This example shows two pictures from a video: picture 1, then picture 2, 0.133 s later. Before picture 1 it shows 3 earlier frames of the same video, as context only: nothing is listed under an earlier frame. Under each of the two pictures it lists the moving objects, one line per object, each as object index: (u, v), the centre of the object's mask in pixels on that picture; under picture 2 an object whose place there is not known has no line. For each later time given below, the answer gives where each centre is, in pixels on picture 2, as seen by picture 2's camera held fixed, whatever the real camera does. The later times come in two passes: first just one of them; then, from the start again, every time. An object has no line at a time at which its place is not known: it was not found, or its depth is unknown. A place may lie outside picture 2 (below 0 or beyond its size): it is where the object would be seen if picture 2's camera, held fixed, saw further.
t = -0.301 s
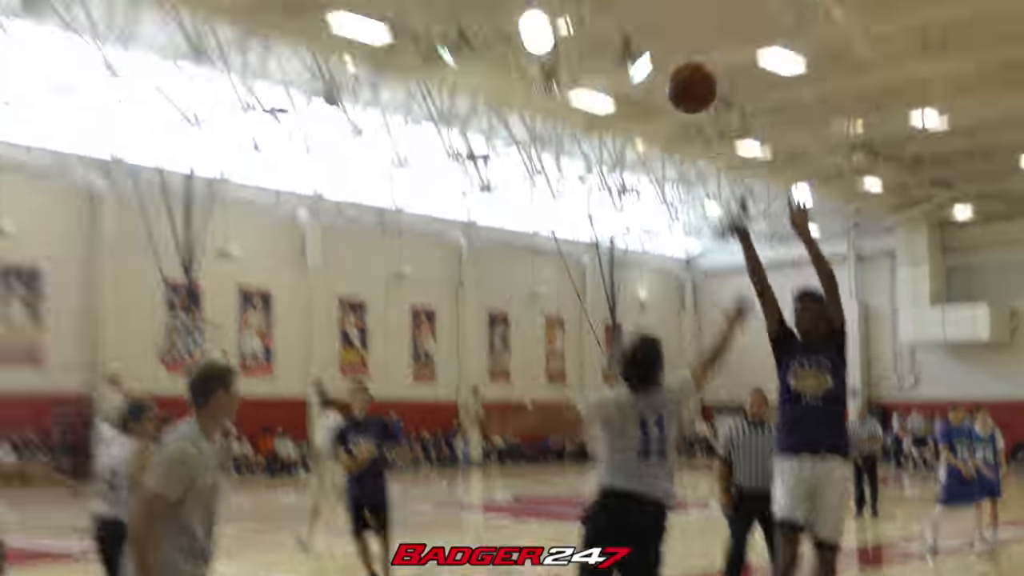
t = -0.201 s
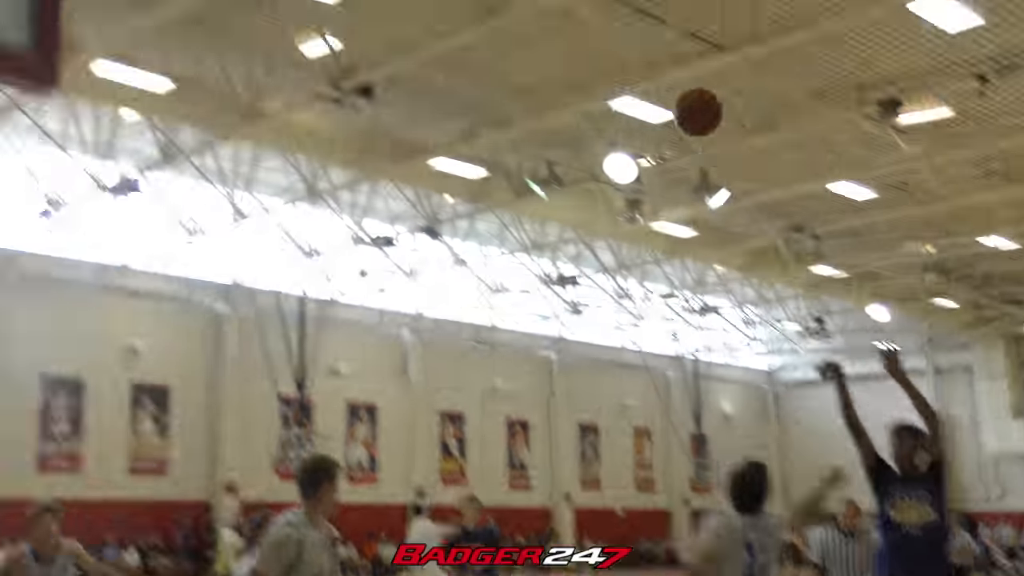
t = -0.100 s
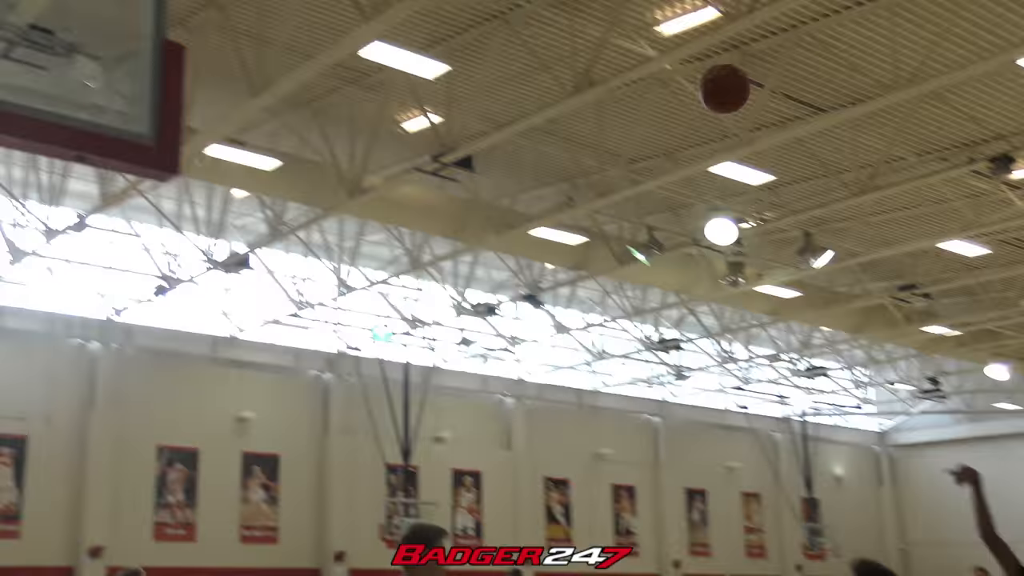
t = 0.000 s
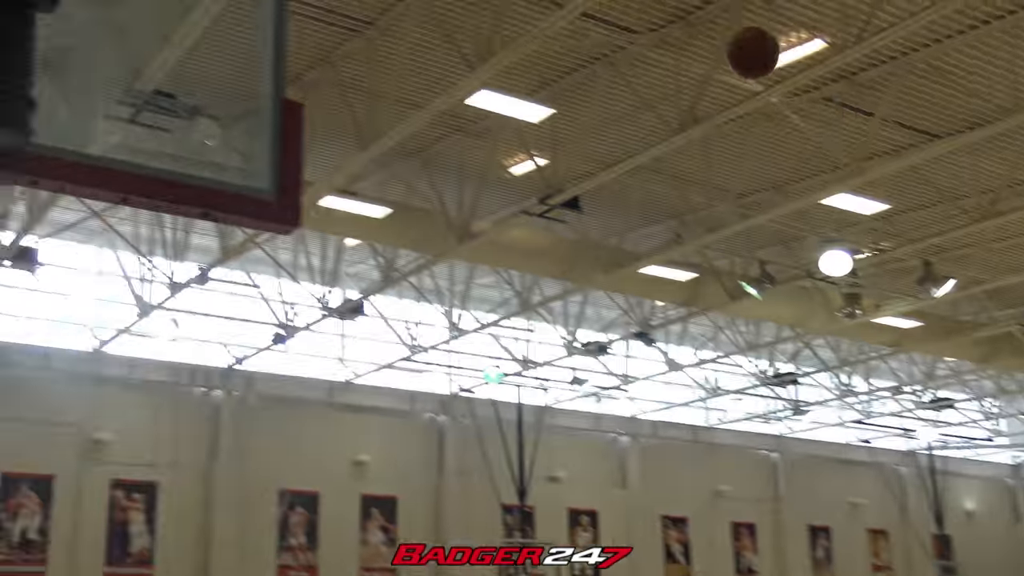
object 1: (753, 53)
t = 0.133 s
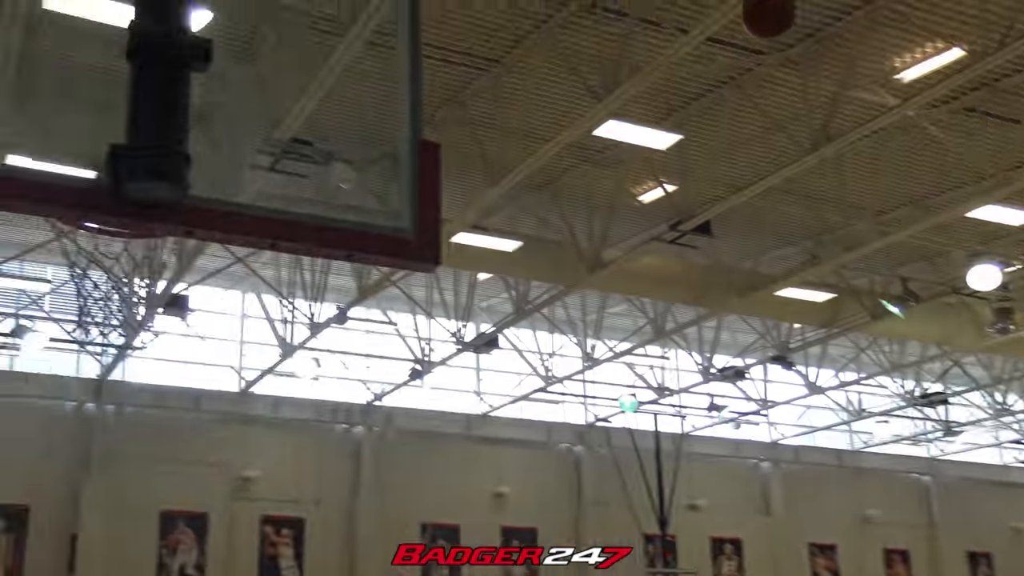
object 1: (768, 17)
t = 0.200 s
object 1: (707, 9)
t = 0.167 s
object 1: (737, 13)
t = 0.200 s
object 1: (707, 9)
